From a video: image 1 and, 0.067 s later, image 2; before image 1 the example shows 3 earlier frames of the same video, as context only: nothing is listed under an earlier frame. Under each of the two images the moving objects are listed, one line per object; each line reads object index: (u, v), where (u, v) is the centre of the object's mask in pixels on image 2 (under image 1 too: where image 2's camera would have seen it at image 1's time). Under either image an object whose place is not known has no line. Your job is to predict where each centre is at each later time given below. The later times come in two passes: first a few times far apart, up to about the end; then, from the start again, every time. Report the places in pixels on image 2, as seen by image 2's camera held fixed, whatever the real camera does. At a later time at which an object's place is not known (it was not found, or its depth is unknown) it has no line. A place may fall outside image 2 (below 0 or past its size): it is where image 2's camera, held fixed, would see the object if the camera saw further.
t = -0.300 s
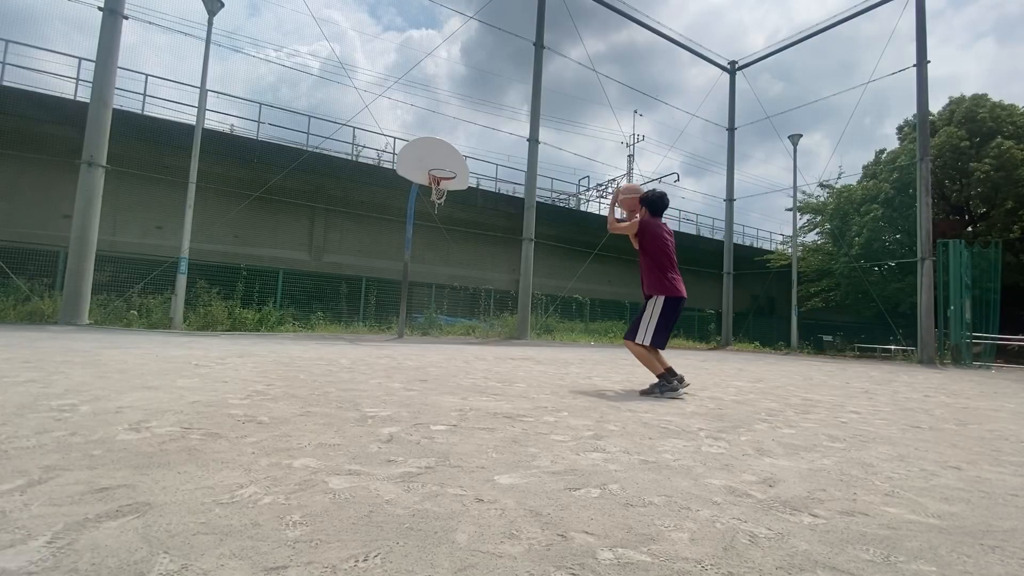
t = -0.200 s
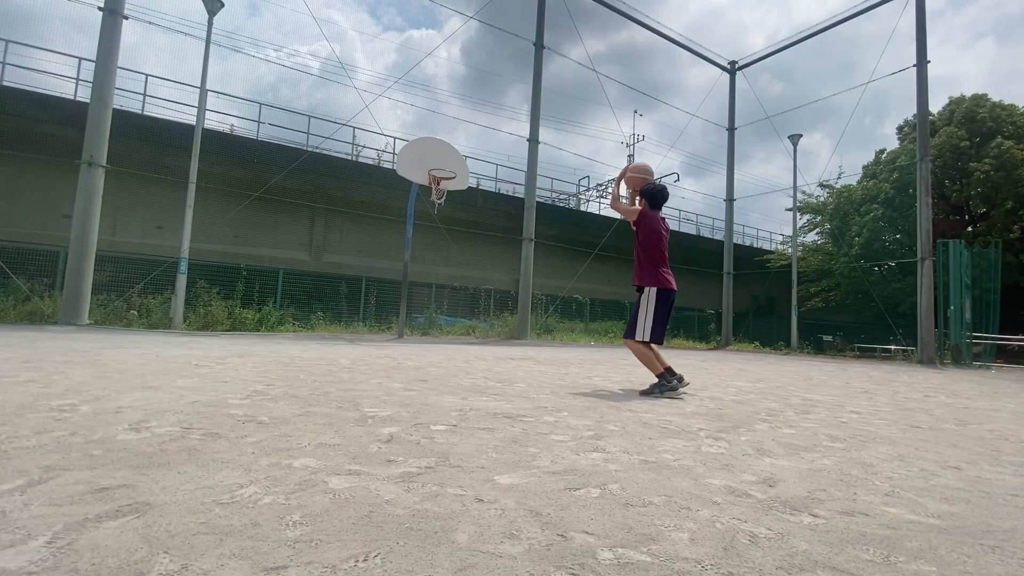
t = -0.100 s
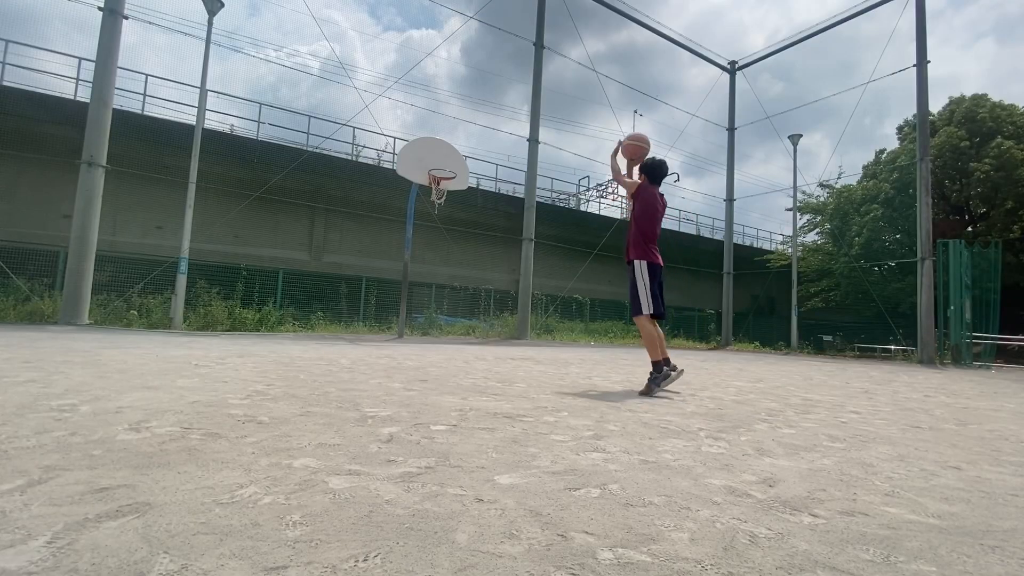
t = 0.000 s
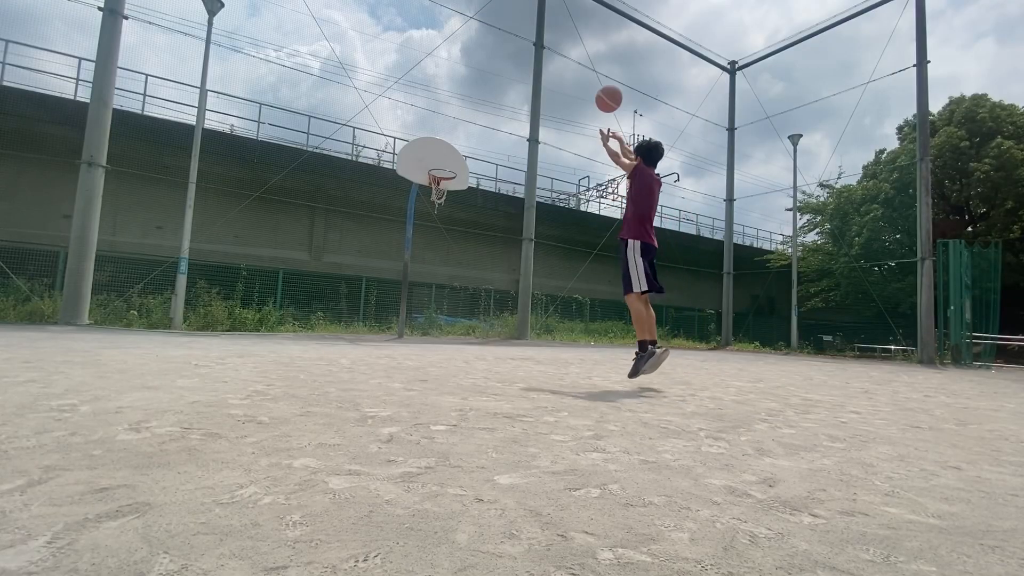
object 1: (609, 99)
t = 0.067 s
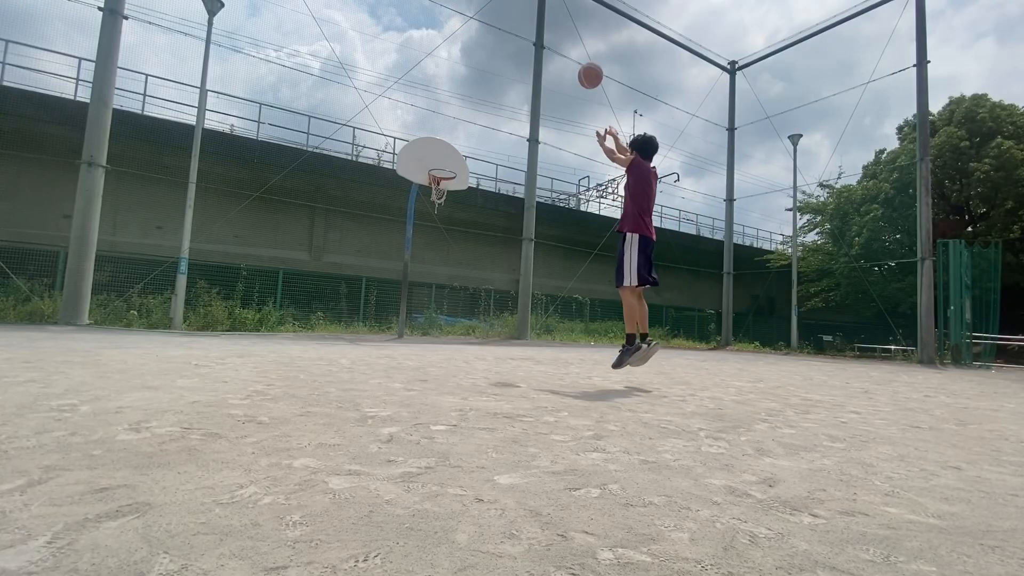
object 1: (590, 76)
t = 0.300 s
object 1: (539, 40)
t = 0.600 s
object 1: (490, 61)
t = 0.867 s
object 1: (456, 118)
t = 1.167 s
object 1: (440, 191)
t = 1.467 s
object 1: (454, 221)
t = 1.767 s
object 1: (463, 294)
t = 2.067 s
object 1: (481, 290)
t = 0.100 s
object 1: (582, 66)
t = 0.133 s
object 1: (574, 59)
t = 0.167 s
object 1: (566, 53)
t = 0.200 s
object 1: (559, 48)
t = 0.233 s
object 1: (552, 44)
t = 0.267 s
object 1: (545, 41)
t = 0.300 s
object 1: (539, 40)
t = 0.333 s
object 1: (533, 39)
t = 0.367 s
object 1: (526, 40)
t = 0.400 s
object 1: (521, 40)
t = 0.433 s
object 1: (515, 42)
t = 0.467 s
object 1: (510, 45)
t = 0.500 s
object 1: (504, 48)
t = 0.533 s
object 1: (499, 52)
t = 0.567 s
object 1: (494, 56)
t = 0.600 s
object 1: (490, 61)
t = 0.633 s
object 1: (485, 67)
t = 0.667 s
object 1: (480, 73)
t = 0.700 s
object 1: (476, 79)
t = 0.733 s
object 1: (472, 86)
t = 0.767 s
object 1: (467, 94)
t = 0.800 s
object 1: (463, 102)
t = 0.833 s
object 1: (460, 110)
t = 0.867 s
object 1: (456, 118)
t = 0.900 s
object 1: (452, 127)
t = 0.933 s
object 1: (448, 136)
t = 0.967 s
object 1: (444, 147)
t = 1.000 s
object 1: (441, 156)
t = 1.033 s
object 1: (437, 166)
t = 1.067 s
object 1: (436, 176)
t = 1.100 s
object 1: (436, 186)
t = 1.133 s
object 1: (438, 189)
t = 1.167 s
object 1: (440, 191)
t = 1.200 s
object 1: (442, 193)
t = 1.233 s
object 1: (445, 195)
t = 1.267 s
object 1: (445, 197)
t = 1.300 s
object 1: (447, 199)
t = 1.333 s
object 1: (448, 203)
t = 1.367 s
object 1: (450, 206)
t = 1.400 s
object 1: (451, 210)
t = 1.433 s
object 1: (452, 215)
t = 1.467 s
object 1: (454, 221)
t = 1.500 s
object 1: (455, 226)
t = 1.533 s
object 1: (456, 233)
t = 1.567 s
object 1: (457, 240)
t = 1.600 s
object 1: (458, 248)
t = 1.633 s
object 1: (459, 256)
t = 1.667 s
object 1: (460, 264)
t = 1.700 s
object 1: (461, 274)
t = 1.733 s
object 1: (462, 283)
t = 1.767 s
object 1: (463, 294)
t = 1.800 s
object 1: (463, 305)
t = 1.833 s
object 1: (464, 317)
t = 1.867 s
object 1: (464, 329)
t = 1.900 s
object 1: (465, 341)
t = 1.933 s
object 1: (468, 330)
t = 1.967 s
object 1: (472, 319)
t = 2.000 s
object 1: (475, 309)
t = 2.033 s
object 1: (478, 299)
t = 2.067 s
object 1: (481, 290)
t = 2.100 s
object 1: (484, 282)
